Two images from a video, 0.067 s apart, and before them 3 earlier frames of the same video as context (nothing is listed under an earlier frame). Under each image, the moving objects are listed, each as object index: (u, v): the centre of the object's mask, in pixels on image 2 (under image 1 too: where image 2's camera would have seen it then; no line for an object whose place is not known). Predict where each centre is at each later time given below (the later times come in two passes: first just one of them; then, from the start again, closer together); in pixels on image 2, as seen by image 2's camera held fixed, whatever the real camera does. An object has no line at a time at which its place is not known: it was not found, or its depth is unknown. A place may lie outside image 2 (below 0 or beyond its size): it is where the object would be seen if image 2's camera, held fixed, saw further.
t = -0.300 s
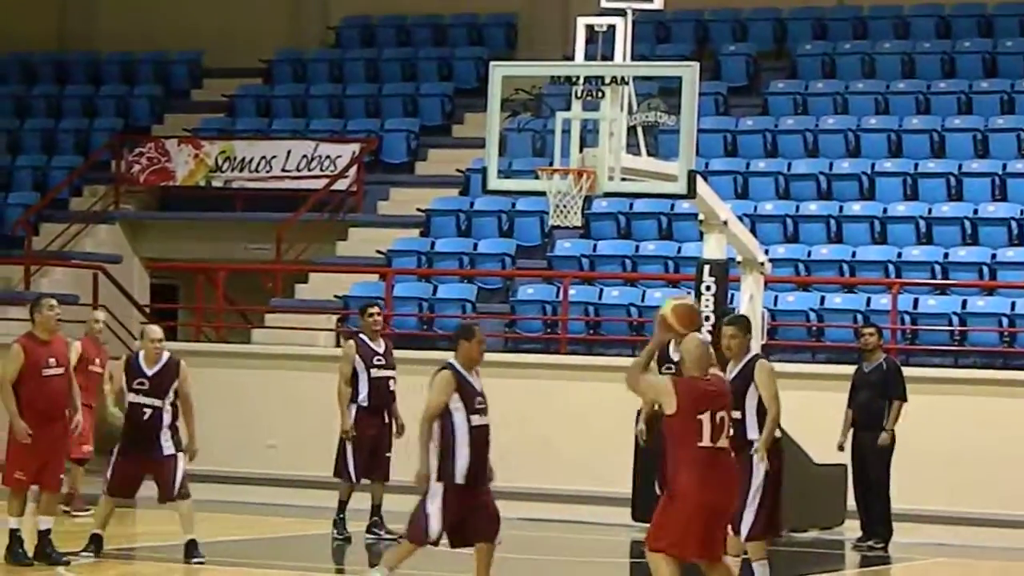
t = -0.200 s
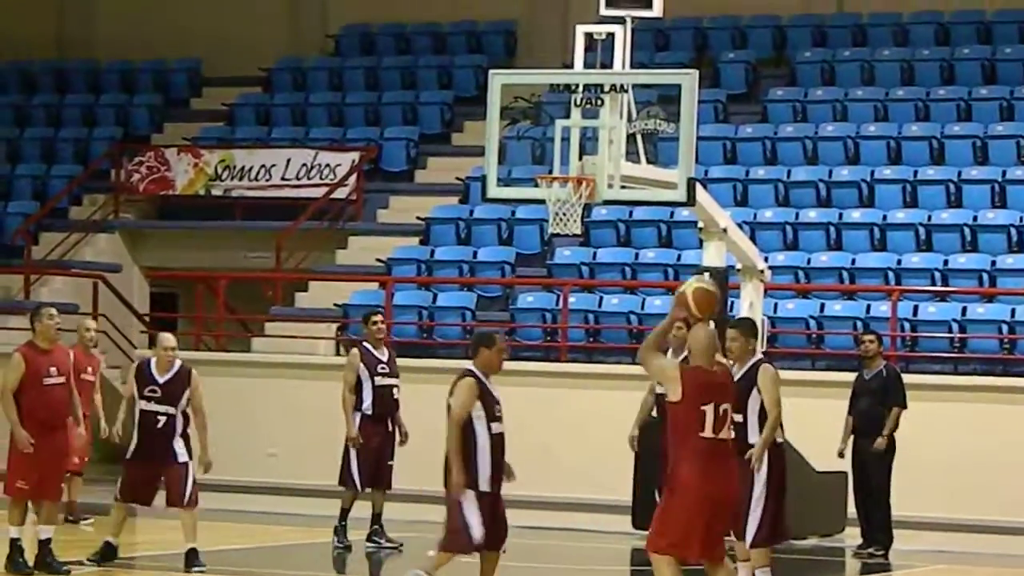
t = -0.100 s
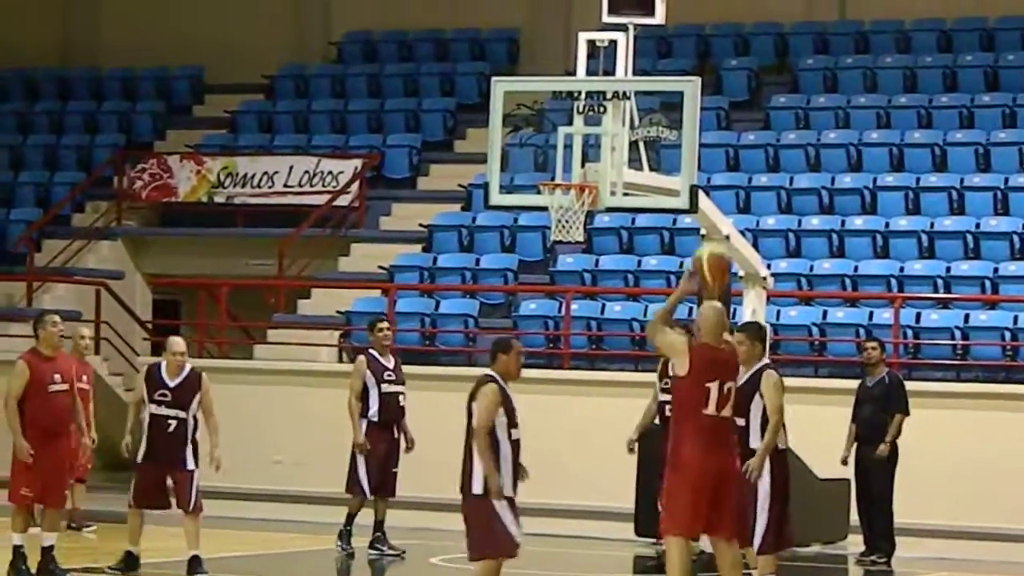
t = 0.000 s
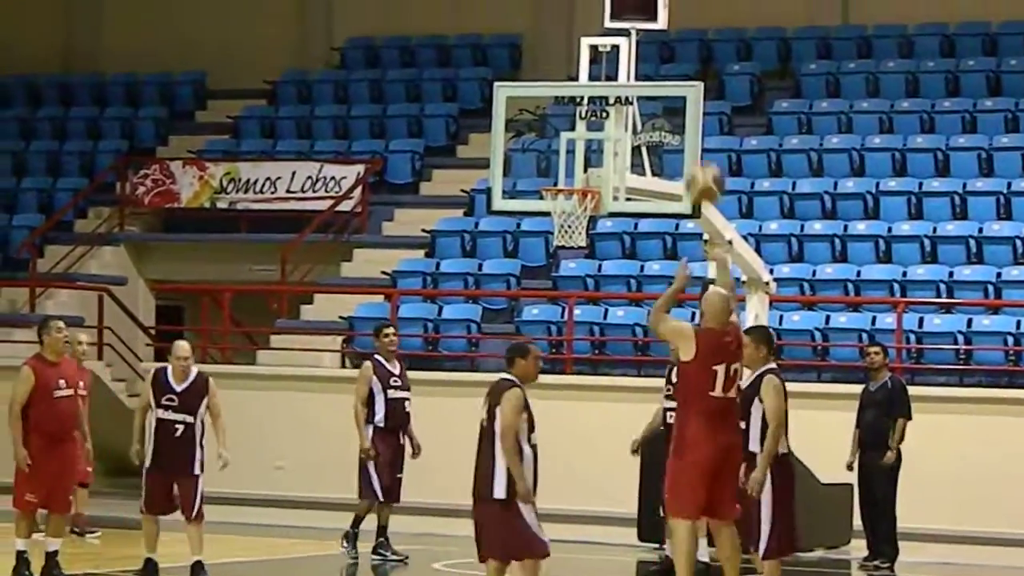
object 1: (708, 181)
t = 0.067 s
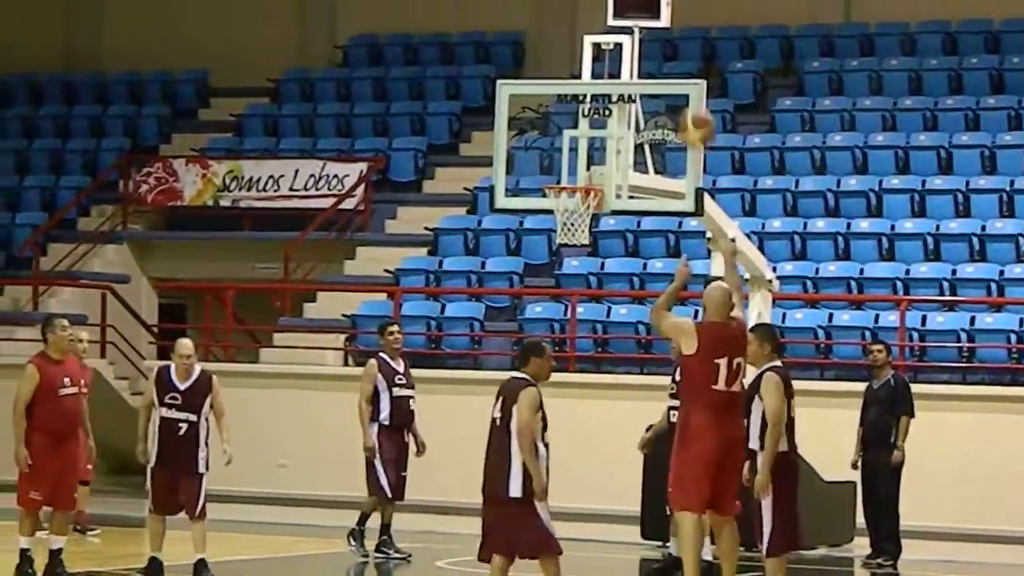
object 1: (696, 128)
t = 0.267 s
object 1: (669, 21)
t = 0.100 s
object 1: (691, 108)
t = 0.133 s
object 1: (686, 84)
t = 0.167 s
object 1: (682, 65)
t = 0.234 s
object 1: (673, 36)
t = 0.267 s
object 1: (669, 21)
